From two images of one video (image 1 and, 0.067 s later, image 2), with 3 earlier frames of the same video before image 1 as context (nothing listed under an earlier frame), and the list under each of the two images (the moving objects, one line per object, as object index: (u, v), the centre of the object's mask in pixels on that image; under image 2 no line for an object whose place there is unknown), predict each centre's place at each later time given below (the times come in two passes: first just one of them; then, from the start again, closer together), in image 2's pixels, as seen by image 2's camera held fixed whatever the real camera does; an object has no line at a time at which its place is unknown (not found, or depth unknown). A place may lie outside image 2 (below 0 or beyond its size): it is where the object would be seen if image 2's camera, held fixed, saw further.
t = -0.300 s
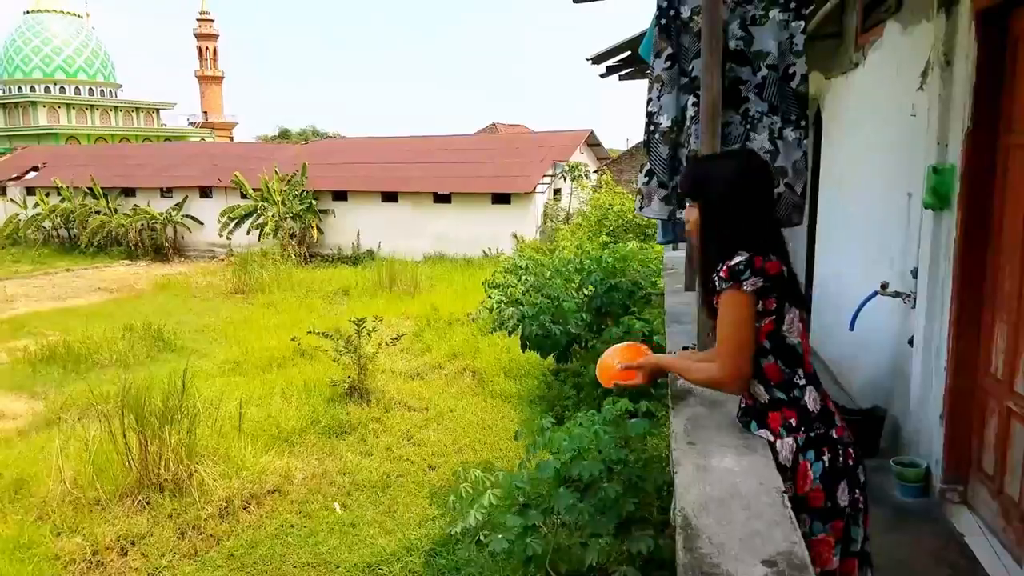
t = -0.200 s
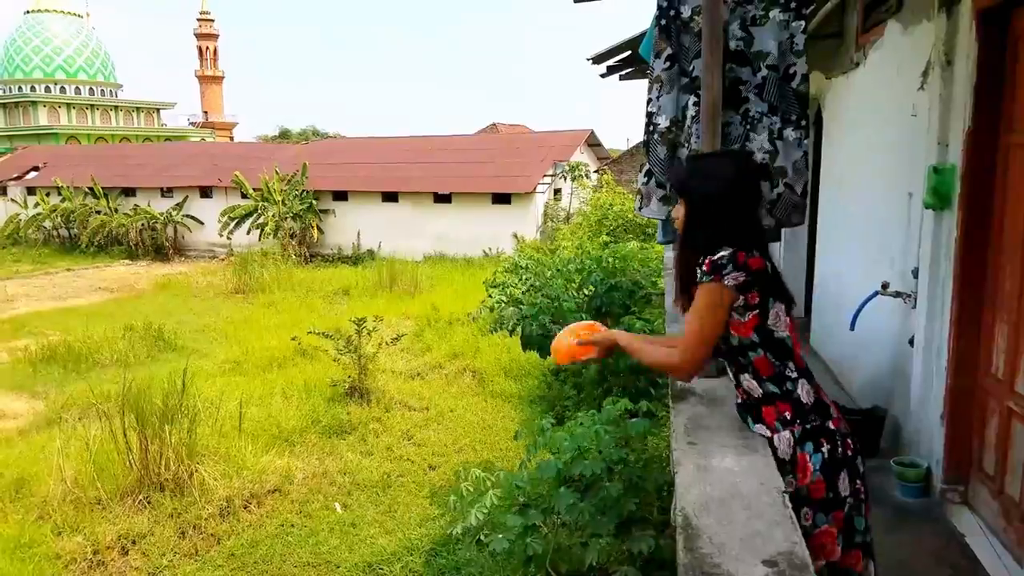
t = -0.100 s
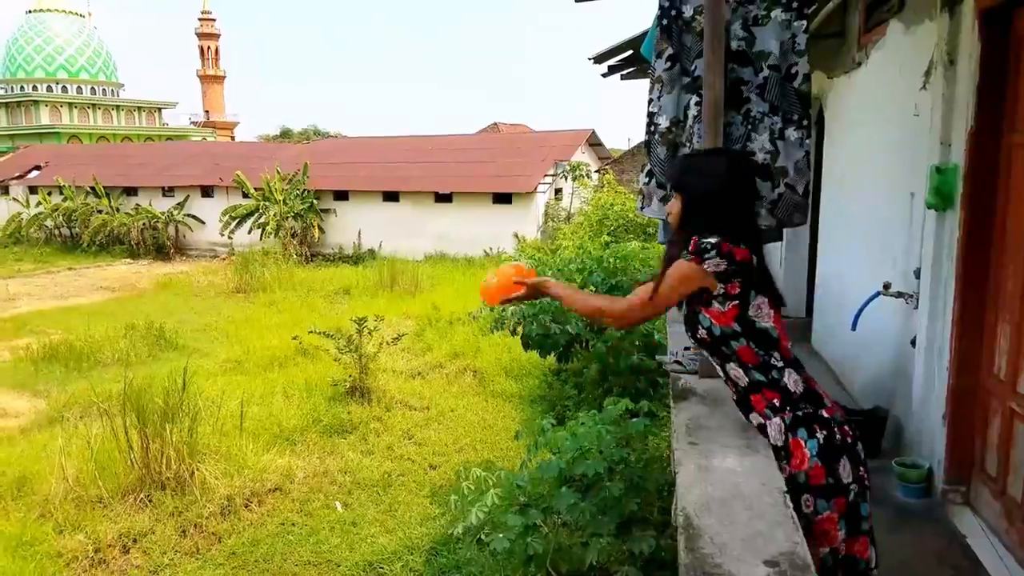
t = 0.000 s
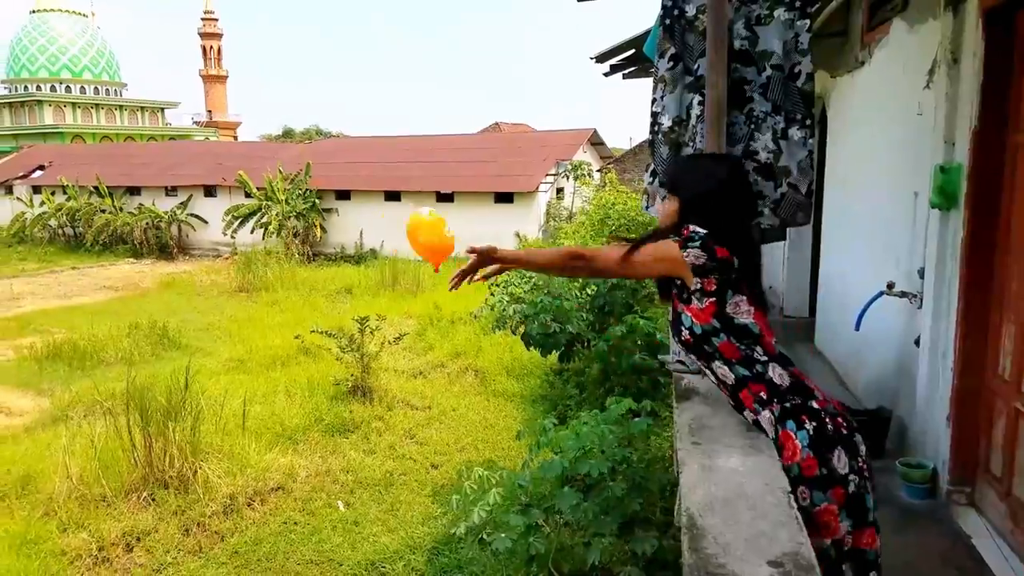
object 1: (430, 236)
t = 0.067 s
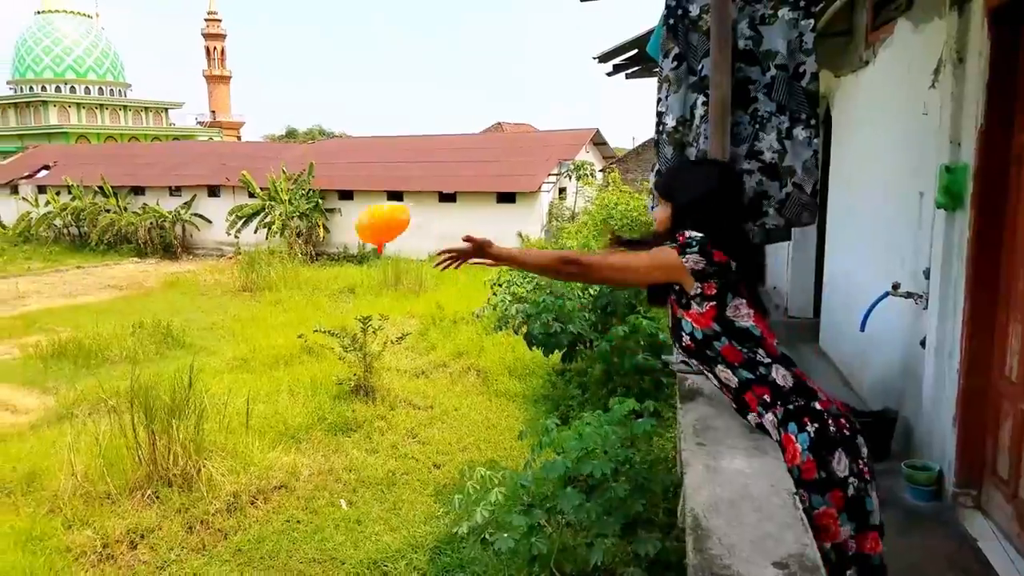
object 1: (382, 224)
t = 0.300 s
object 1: (230, 288)
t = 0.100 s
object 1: (357, 222)
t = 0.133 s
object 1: (334, 225)
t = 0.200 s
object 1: (290, 240)
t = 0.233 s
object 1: (270, 253)
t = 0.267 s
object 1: (250, 269)
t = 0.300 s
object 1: (230, 288)
